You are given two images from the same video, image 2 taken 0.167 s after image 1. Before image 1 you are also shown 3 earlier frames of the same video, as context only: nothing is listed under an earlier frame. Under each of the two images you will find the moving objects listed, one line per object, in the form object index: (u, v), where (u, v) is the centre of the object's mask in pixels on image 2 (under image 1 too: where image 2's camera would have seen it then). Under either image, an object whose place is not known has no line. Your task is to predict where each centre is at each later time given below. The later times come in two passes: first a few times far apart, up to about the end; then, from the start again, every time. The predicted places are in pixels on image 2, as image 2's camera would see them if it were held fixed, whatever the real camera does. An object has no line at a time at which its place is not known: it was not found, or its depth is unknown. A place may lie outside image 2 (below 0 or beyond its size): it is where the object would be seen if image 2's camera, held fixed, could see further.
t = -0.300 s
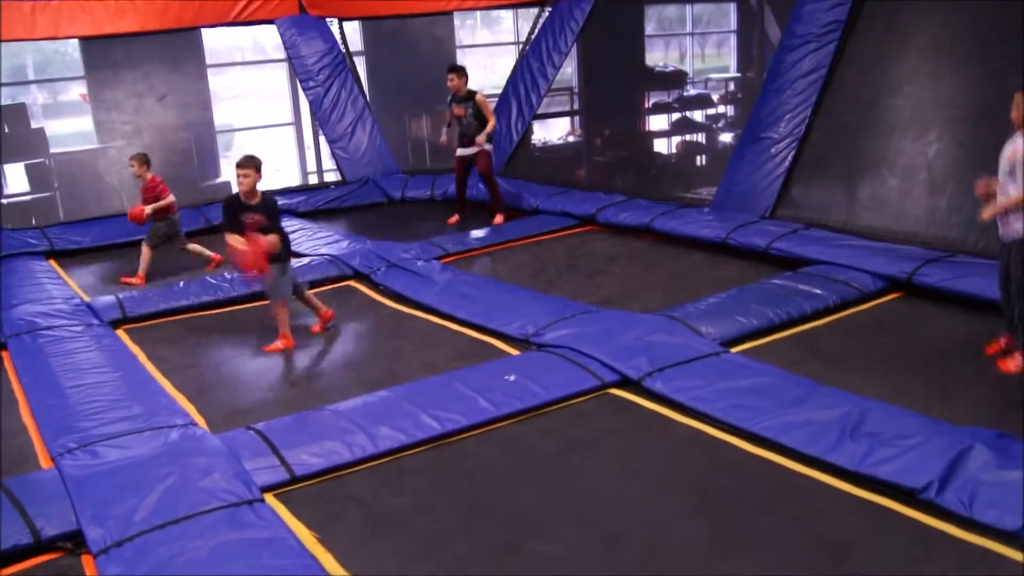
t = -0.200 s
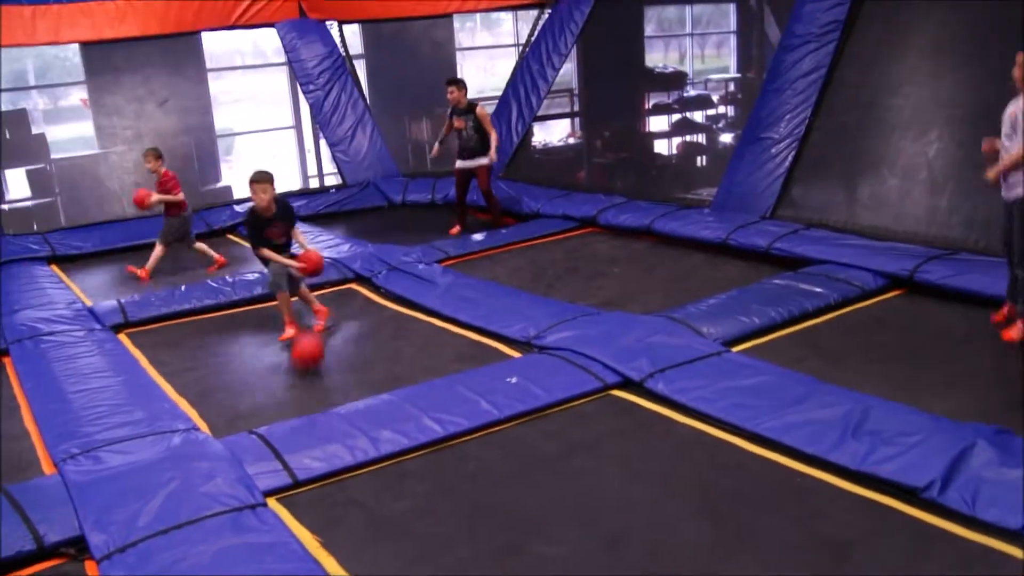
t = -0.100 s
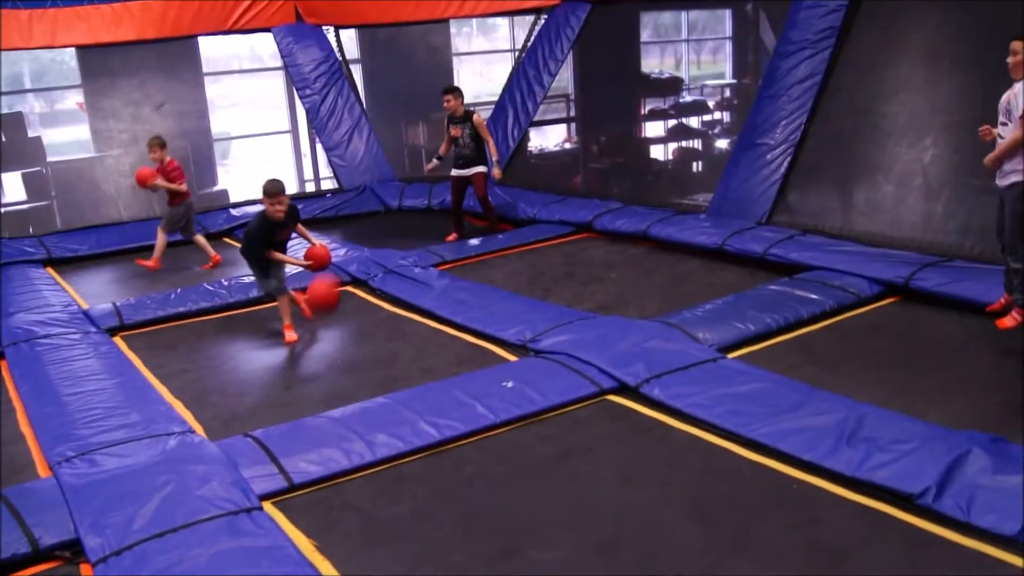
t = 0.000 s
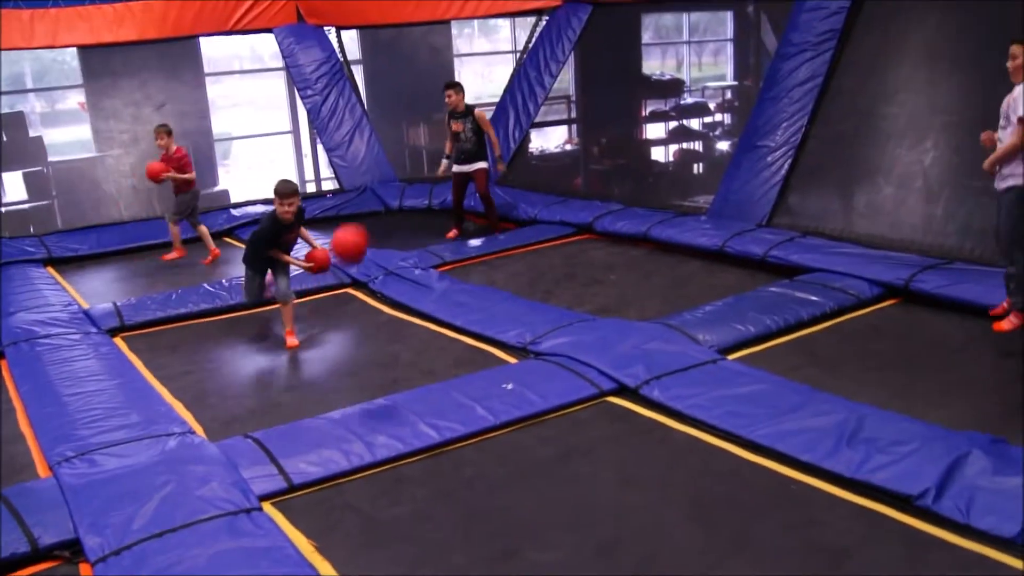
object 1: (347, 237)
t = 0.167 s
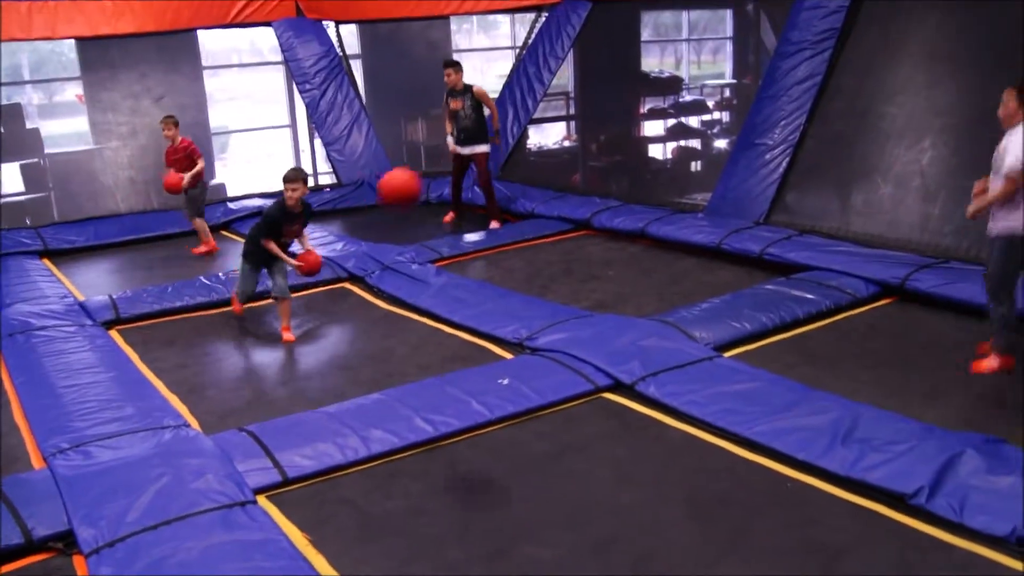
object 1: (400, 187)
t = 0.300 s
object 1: (454, 184)
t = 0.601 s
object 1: (615, 340)
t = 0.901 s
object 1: (830, 451)
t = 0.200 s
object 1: (413, 184)
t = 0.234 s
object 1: (426, 181)
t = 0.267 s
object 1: (440, 181)
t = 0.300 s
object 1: (454, 184)
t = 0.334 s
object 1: (472, 192)
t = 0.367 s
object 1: (486, 198)
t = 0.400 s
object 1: (503, 208)
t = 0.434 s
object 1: (520, 221)
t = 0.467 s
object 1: (540, 241)
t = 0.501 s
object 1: (558, 262)
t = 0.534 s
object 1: (577, 284)
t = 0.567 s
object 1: (595, 310)
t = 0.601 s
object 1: (615, 340)
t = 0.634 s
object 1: (636, 374)
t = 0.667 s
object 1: (657, 416)
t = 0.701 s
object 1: (678, 459)
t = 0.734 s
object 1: (699, 498)
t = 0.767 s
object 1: (723, 496)
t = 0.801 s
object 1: (747, 484)
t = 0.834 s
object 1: (773, 471)
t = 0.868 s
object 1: (802, 459)
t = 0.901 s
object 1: (830, 451)
